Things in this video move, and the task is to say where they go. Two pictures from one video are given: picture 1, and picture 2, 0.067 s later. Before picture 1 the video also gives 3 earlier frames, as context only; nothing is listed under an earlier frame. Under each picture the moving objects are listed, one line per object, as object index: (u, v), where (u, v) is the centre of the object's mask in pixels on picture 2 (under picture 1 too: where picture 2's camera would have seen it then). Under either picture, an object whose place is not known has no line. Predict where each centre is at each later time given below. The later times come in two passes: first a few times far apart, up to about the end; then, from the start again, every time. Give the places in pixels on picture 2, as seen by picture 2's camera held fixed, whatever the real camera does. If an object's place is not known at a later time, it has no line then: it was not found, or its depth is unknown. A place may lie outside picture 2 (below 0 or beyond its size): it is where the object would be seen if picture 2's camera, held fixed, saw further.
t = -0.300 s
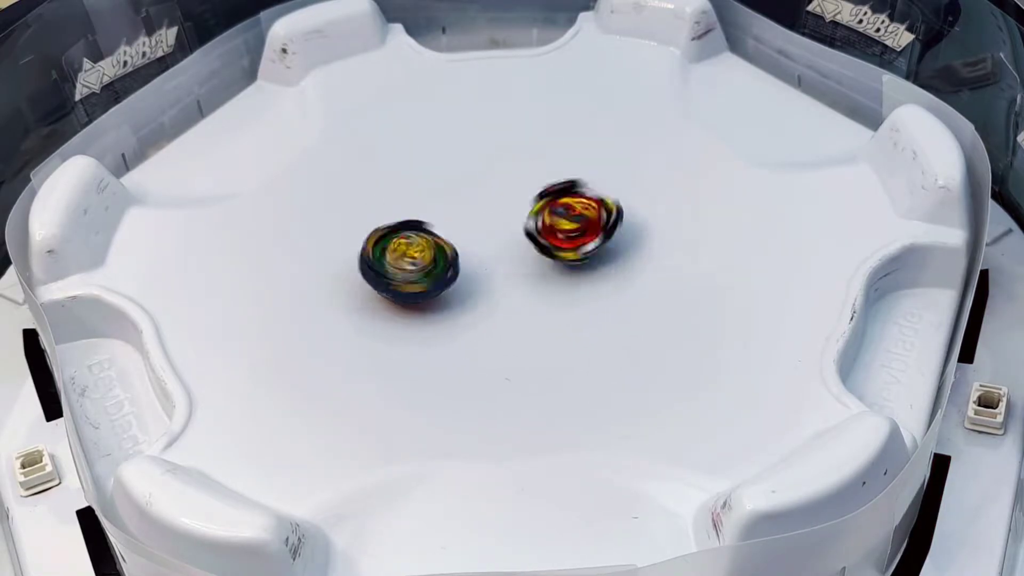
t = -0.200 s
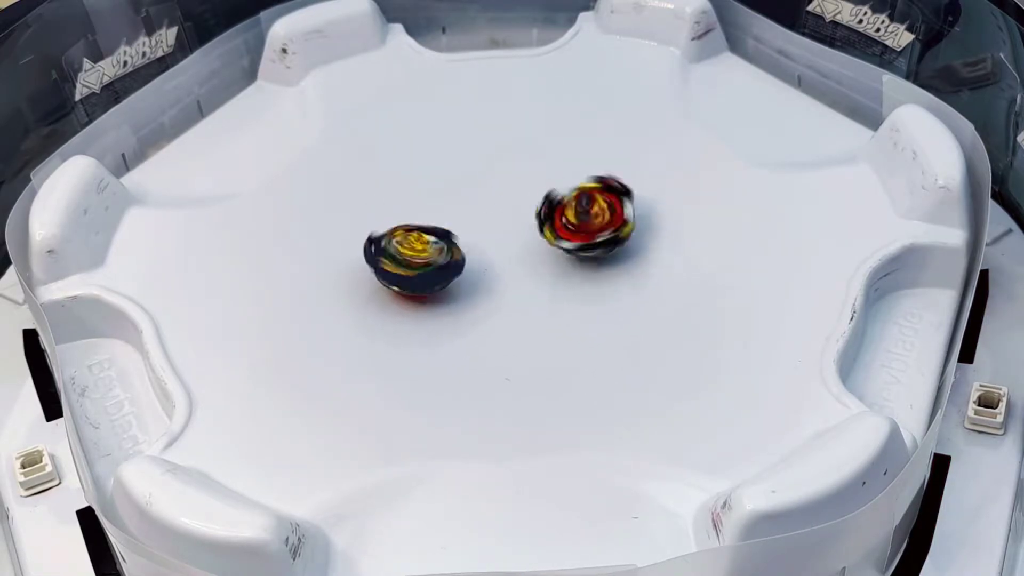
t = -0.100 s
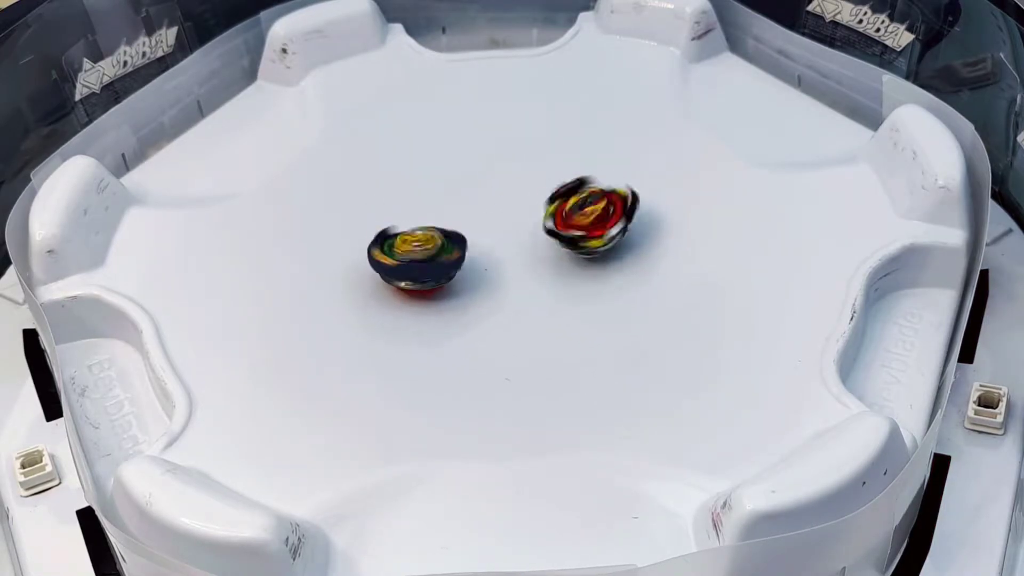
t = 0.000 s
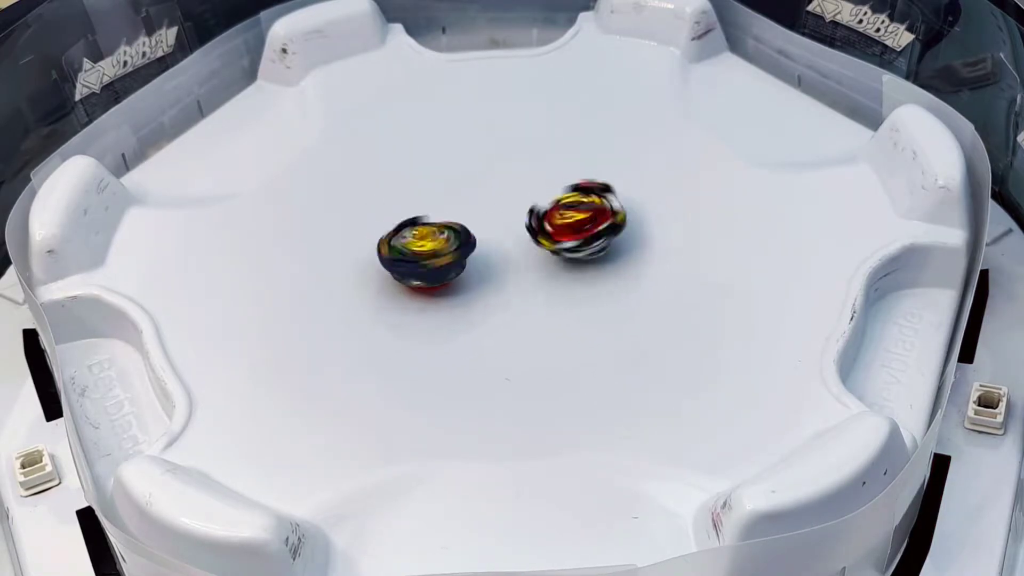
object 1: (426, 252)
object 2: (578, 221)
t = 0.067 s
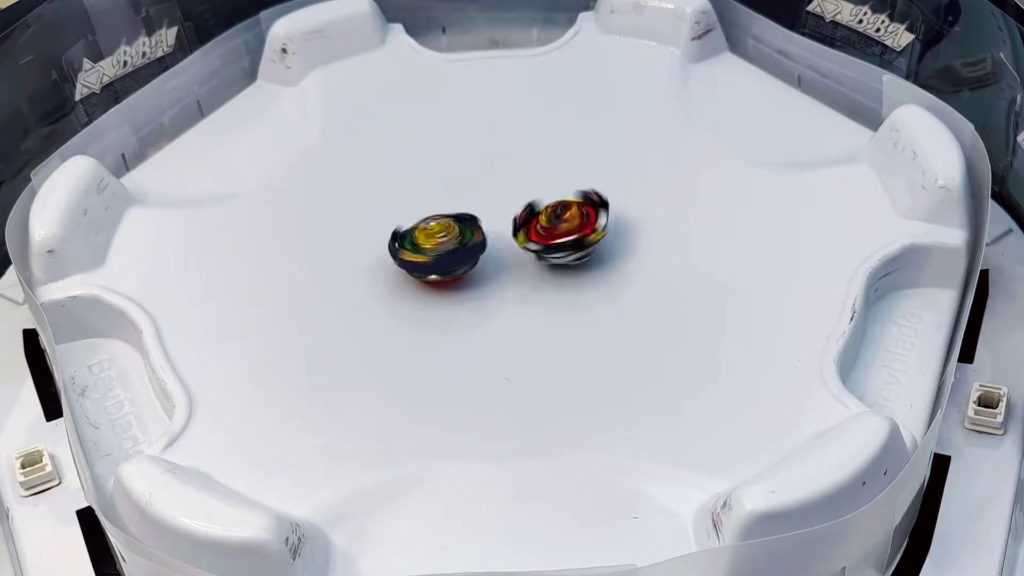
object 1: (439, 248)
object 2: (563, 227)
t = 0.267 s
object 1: (435, 222)
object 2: (559, 242)
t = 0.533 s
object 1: (443, 214)
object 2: (548, 257)
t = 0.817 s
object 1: (448, 198)
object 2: (518, 271)
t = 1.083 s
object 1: (465, 193)
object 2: (506, 261)
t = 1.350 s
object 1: (485, 184)
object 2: (517, 265)
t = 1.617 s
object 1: (509, 195)
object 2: (508, 262)
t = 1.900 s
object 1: (536, 205)
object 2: (492, 269)
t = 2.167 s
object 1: (556, 210)
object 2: (471, 257)
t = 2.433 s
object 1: (564, 217)
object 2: (456, 257)
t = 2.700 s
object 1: (540, 231)
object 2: (461, 268)
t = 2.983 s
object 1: (541, 234)
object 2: (464, 269)
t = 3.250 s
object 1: (539, 234)
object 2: (463, 269)
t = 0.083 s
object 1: (442, 245)
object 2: (559, 230)
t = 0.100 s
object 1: (447, 243)
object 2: (554, 231)
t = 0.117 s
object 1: (450, 242)
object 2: (551, 234)
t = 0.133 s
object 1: (449, 240)
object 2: (552, 234)
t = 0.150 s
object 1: (448, 238)
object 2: (552, 235)
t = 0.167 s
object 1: (449, 235)
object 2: (550, 235)
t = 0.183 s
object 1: (448, 234)
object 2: (550, 237)
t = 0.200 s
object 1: (442, 232)
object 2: (554, 237)
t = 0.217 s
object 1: (440, 229)
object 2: (557, 238)
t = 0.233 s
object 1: (438, 227)
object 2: (559, 239)
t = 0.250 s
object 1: (436, 225)
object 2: (559, 241)
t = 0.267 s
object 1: (435, 222)
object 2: (559, 242)
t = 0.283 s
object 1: (436, 220)
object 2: (560, 243)
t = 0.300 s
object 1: (436, 219)
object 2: (564, 243)
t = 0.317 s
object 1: (435, 218)
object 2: (566, 245)
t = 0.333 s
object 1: (434, 218)
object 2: (565, 246)
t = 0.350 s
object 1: (435, 218)
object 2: (563, 248)
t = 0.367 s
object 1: (435, 218)
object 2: (562, 250)
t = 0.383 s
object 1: (437, 217)
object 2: (561, 250)
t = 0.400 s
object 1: (439, 216)
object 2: (563, 251)
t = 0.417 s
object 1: (439, 216)
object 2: (563, 252)
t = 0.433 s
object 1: (440, 216)
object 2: (561, 252)
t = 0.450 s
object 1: (440, 215)
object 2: (557, 255)
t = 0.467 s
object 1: (441, 214)
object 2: (553, 256)
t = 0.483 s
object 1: (441, 214)
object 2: (550, 257)
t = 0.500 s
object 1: (443, 214)
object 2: (550, 257)
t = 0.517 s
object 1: (442, 214)
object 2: (550, 257)
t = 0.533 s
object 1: (443, 214)
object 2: (548, 257)
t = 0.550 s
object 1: (444, 214)
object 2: (543, 258)
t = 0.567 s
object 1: (445, 214)
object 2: (537, 259)
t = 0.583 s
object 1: (446, 214)
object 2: (532, 260)
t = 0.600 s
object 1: (446, 214)
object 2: (530, 259)
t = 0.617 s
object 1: (447, 214)
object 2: (528, 258)
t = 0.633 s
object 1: (447, 214)
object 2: (525, 258)
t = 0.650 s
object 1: (449, 214)
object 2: (523, 258)
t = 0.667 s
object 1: (449, 215)
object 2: (516, 258)
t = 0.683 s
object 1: (447, 212)
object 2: (517, 260)
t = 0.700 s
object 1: (445, 206)
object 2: (516, 262)
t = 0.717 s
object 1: (446, 203)
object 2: (516, 264)
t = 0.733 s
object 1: (446, 201)
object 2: (515, 266)
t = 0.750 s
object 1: (446, 200)
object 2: (515, 268)
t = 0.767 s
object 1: (446, 200)
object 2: (516, 269)
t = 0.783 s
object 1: (446, 200)
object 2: (517, 269)
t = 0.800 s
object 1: (447, 198)
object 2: (519, 270)
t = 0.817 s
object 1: (448, 198)
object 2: (518, 271)
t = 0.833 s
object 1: (450, 197)
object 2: (515, 271)
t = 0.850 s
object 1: (451, 197)
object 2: (511, 273)
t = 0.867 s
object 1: (453, 197)
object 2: (509, 274)
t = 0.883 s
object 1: (454, 196)
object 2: (510, 273)
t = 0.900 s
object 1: (456, 195)
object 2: (510, 271)
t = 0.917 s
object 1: (456, 195)
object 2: (513, 271)
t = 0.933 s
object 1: (457, 195)
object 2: (514, 270)
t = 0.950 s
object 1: (457, 195)
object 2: (513, 269)
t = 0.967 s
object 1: (458, 194)
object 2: (511, 268)
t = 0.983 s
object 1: (459, 194)
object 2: (509, 267)
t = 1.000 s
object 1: (460, 195)
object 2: (506, 266)
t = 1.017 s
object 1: (461, 194)
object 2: (506, 264)
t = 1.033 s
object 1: (462, 194)
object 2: (504, 263)
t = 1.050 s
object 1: (463, 194)
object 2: (506, 262)
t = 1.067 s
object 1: (464, 194)
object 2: (507, 262)
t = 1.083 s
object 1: (465, 193)
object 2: (506, 261)
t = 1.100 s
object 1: (466, 194)
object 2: (506, 259)
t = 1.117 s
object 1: (468, 193)
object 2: (506, 258)
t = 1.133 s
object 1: (469, 193)
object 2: (506, 255)
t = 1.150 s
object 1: (472, 192)
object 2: (505, 253)
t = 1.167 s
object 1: (474, 193)
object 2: (505, 252)
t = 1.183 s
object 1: (475, 191)
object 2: (506, 254)
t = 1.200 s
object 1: (475, 190)
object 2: (508, 257)
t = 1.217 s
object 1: (476, 188)
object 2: (509, 261)
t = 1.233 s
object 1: (478, 187)
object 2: (508, 261)
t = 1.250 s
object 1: (480, 186)
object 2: (508, 261)
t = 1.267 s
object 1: (482, 186)
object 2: (510, 263)
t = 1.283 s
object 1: (483, 185)
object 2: (510, 263)
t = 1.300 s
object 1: (483, 185)
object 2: (512, 264)
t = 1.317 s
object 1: (484, 185)
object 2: (513, 265)
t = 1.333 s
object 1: (484, 185)
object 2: (514, 265)
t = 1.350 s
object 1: (485, 184)
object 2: (517, 265)
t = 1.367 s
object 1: (486, 184)
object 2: (518, 265)
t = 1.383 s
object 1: (486, 184)
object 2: (518, 266)
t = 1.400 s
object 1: (487, 185)
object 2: (518, 267)
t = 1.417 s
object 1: (488, 185)
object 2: (514, 269)
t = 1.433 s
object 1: (489, 186)
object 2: (511, 270)
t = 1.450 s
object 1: (491, 186)
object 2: (509, 272)
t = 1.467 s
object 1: (493, 187)
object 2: (508, 272)
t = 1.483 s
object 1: (496, 187)
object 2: (510, 272)
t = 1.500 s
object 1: (497, 187)
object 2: (510, 270)
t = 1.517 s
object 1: (499, 188)
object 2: (511, 268)
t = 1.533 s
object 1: (500, 189)
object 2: (512, 268)
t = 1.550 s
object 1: (501, 190)
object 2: (511, 266)
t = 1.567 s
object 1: (503, 192)
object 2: (510, 266)
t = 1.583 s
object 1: (504, 193)
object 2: (510, 266)
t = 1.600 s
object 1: (506, 195)
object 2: (509, 265)
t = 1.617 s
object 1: (509, 195)
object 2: (508, 262)
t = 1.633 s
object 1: (510, 198)
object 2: (506, 264)
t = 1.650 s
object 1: (511, 197)
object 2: (503, 266)
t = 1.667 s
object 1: (512, 196)
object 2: (500, 267)
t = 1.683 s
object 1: (513, 196)
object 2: (498, 270)
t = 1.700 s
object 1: (513, 198)
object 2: (495, 271)
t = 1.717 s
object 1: (514, 199)
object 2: (494, 271)
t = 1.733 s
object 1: (515, 199)
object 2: (493, 273)
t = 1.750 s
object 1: (516, 201)
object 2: (493, 272)
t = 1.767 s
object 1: (519, 202)
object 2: (496, 271)
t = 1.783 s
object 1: (521, 202)
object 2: (497, 270)
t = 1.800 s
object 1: (524, 203)
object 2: (499, 269)
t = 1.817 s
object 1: (527, 204)
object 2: (500, 269)
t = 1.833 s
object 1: (530, 204)
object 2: (499, 270)
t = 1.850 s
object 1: (533, 205)
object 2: (497, 270)
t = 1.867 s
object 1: (534, 204)
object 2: (497, 269)
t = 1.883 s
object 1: (535, 204)
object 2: (495, 269)
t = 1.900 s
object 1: (536, 205)
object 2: (492, 269)
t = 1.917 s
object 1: (537, 206)
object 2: (491, 268)
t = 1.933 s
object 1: (539, 205)
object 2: (490, 267)
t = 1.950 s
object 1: (540, 206)
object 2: (487, 267)
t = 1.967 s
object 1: (541, 207)
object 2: (486, 266)
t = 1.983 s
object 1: (542, 207)
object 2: (486, 264)
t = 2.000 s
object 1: (543, 208)
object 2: (485, 264)
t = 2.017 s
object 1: (544, 209)
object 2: (482, 262)
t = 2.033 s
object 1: (545, 208)
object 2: (483, 261)
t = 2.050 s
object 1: (547, 208)
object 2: (483, 261)
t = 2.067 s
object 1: (548, 209)
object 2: (482, 260)
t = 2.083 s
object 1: (549, 210)
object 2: (481, 258)
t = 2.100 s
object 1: (550, 210)
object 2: (481, 257)
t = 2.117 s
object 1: (552, 209)
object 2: (477, 258)
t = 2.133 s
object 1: (553, 210)
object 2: (473, 259)
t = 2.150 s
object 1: (555, 210)
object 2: (472, 258)
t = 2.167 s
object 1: (556, 210)
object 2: (471, 257)
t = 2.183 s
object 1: (557, 209)
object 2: (471, 255)
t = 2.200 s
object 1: (558, 210)
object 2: (473, 254)
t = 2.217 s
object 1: (558, 210)
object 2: (476, 254)
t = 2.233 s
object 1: (558, 210)
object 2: (475, 254)
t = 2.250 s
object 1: (558, 211)
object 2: (476, 253)
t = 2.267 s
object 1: (557, 212)
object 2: (478, 252)
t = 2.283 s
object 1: (557, 213)
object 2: (478, 252)
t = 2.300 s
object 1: (561, 212)
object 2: (472, 253)
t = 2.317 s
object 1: (564, 212)
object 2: (469, 254)
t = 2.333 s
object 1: (566, 213)
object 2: (466, 253)
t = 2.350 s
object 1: (567, 213)
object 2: (465, 253)
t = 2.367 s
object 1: (568, 214)
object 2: (464, 254)
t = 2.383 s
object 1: (568, 215)
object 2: (462, 256)
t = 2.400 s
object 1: (567, 215)
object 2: (460, 256)
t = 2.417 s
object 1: (566, 216)
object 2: (458, 257)
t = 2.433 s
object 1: (564, 217)
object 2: (456, 257)
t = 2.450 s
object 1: (564, 218)
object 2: (455, 257)
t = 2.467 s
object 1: (563, 220)
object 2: (453, 257)
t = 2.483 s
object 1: (562, 222)
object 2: (453, 257)
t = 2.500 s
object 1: (560, 223)
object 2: (453, 257)
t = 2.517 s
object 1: (558, 224)
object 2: (453, 257)
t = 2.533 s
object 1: (555, 227)
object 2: (454, 259)
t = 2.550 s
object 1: (552, 228)
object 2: (455, 260)
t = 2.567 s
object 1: (549, 230)
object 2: (456, 260)
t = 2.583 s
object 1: (545, 231)
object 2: (457, 260)
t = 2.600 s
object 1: (542, 232)
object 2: (459, 260)
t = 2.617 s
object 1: (541, 233)
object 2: (459, 261)
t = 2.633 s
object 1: (540, 232)
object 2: (459, 263)
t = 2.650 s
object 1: (540, 232)
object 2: (458, 265)
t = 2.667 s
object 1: (540, 231)
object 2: (459, 266)
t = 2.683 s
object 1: (539, 231)
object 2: (460, 267)
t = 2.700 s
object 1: (540, 231)
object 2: (461, 268)
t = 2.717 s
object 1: (540, 230)
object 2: (462, 269)
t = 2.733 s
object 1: (541, 231)
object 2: (463, 270)
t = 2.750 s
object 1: (542, 232)
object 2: (464, 270)
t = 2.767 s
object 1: (542, 233)
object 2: (464, 270)
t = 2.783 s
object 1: (542, 234)
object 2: (464, 270)
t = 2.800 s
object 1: (541, 234)
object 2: (464, 270)
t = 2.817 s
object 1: (541, 234)
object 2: (464, 270)
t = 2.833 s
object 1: (540, 234)
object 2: (463, 270)
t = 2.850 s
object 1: (541, 234)
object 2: (464, 270)
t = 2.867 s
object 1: (541, 234)
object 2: (463, 270)
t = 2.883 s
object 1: (541, 233)
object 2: (463, 269)
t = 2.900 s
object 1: (541, 234)
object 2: (463, 269)
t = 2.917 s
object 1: (541, 234)
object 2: (463, 269)
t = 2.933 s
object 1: (541, 234)
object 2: (463, 269)
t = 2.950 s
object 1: (541, 234)
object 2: (463, 269)
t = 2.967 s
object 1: (541, 234)
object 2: (463, 269)
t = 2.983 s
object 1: (541, 234)
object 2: (464, 269)
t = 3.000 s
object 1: (541, 234)
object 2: (464, 270)
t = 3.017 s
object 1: (541, 234)
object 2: (463, 269)
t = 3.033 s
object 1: (541, 235)
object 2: (463, 270)
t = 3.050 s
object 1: (540, 235)
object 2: (463, 270)
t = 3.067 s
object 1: (540, 235)
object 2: (463, 270)
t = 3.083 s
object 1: (540, 235)
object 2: (464, 270)
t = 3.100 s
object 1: (540, 235)
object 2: (463, 270)
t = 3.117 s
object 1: (540, 235)
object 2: (463, 270)
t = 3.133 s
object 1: (540, 235)
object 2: (463, 270)
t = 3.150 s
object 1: (540, 234)
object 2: (463, 269)
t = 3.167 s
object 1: (540, 234)
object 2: (463, 269)
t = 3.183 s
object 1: (540, 234)
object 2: (463, 269)
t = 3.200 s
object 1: (540, 234)
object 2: (463, 269)
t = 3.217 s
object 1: (540, 234)
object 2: (463, 269)
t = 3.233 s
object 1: (540, 234)
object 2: (463, 269)
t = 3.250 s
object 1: (539, 234)
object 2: (463, 269)
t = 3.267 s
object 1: (539, 234)
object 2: (463, 269)
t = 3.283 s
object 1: (539, 233)
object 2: (463, 269)
